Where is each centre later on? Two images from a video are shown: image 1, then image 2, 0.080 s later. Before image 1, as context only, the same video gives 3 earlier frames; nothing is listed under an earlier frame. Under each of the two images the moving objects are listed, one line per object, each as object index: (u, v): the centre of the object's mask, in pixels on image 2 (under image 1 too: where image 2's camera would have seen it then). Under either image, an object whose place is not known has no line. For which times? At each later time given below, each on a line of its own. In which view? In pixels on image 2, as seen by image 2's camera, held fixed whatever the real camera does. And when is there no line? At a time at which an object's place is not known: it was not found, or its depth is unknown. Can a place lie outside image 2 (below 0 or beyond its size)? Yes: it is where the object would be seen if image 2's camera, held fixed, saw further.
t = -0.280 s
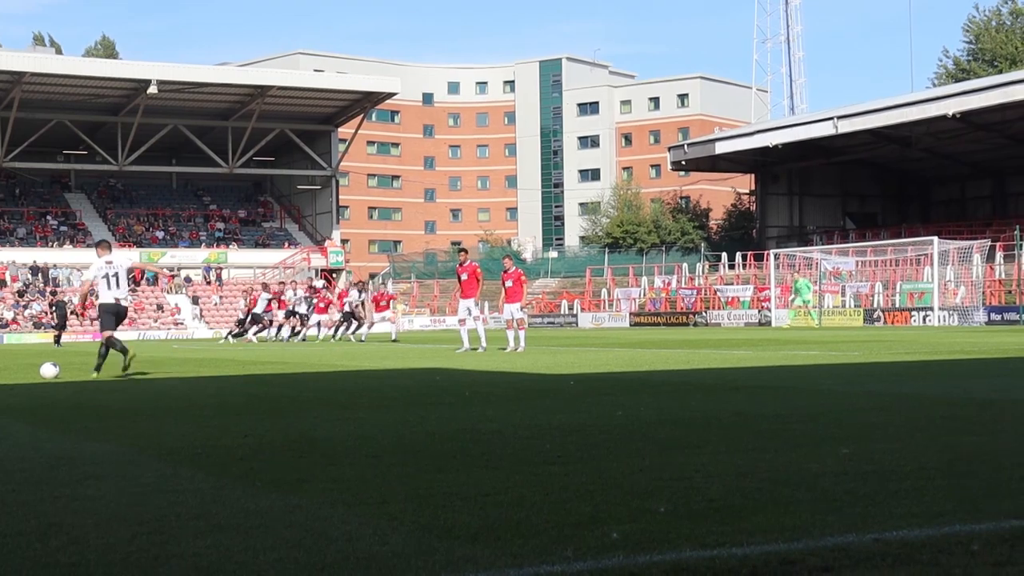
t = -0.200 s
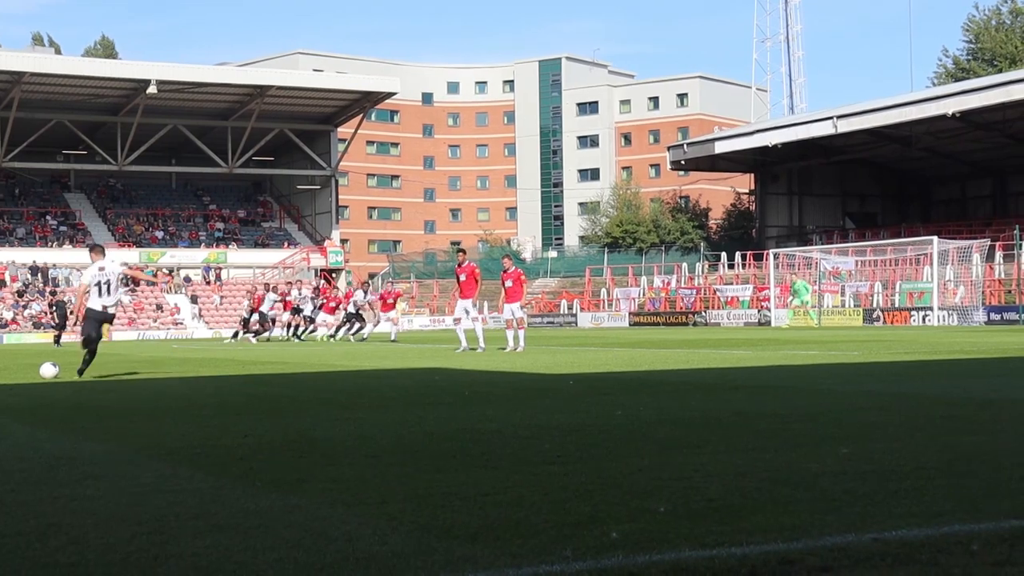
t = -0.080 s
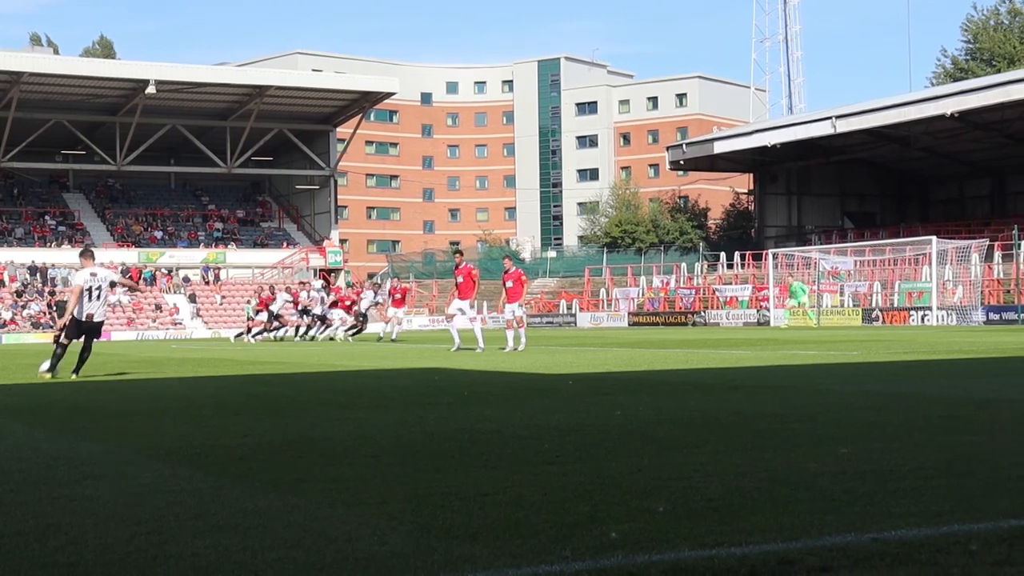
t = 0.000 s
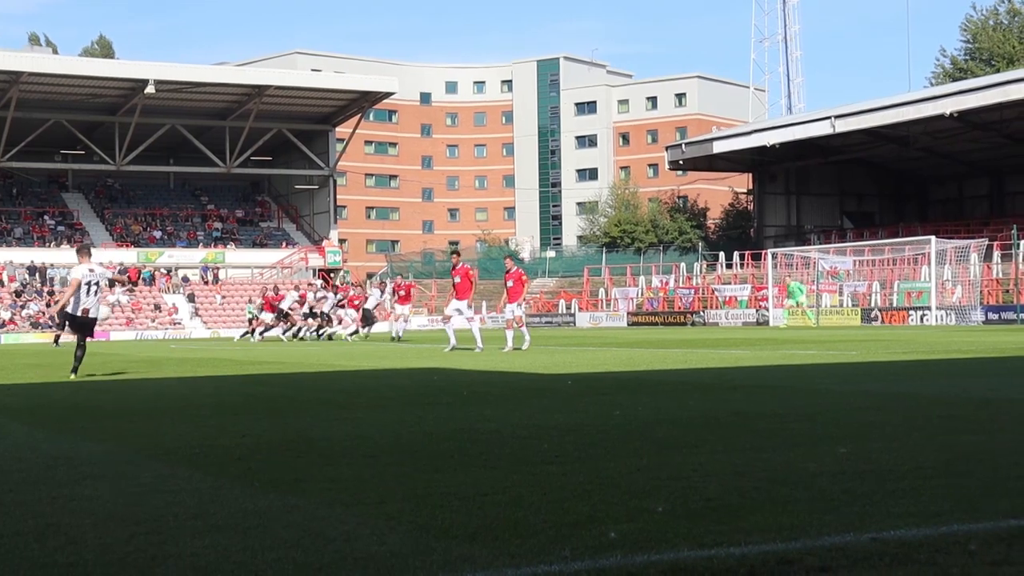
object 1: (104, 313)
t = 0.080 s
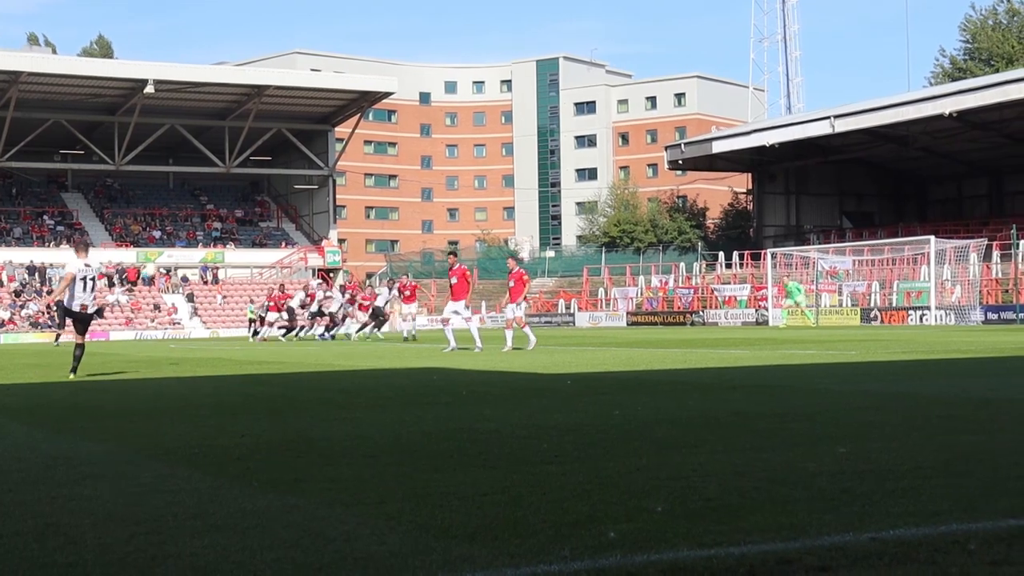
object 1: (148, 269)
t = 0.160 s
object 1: (191, 237)
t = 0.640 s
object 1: (383, 171)
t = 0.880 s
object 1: (453, 184)
